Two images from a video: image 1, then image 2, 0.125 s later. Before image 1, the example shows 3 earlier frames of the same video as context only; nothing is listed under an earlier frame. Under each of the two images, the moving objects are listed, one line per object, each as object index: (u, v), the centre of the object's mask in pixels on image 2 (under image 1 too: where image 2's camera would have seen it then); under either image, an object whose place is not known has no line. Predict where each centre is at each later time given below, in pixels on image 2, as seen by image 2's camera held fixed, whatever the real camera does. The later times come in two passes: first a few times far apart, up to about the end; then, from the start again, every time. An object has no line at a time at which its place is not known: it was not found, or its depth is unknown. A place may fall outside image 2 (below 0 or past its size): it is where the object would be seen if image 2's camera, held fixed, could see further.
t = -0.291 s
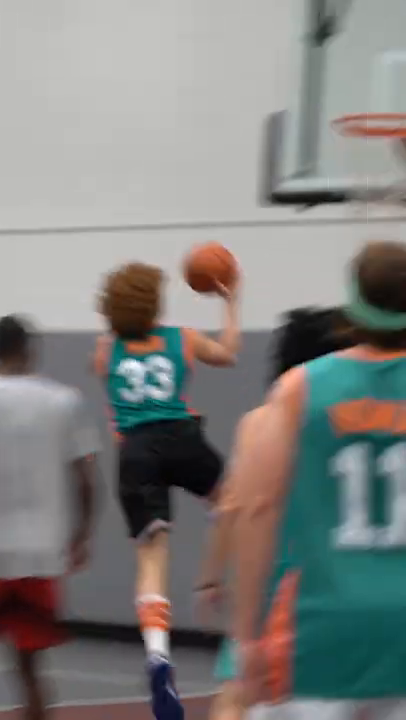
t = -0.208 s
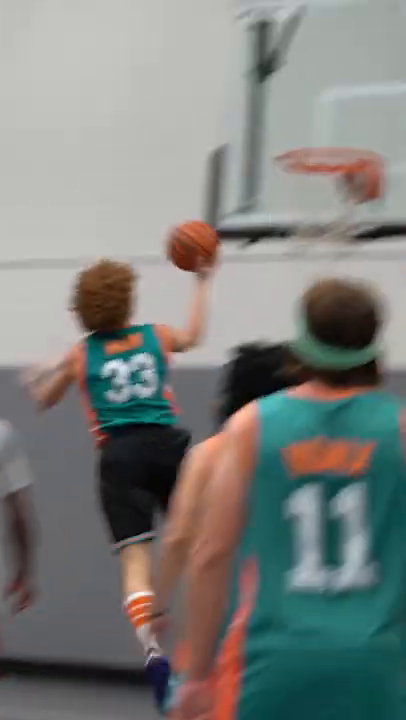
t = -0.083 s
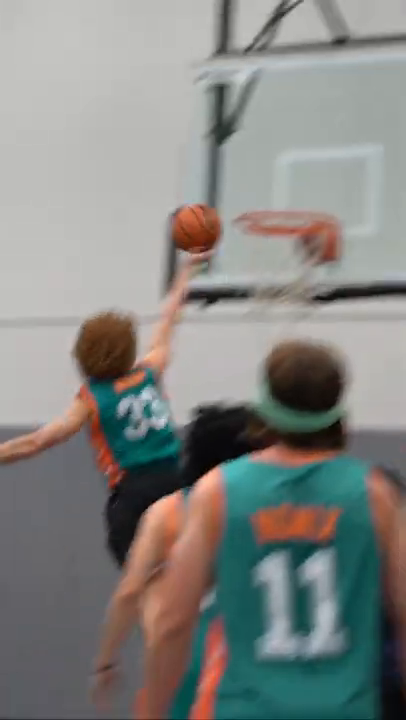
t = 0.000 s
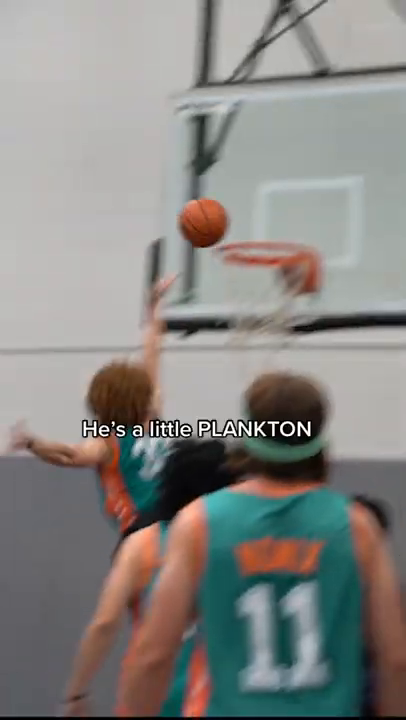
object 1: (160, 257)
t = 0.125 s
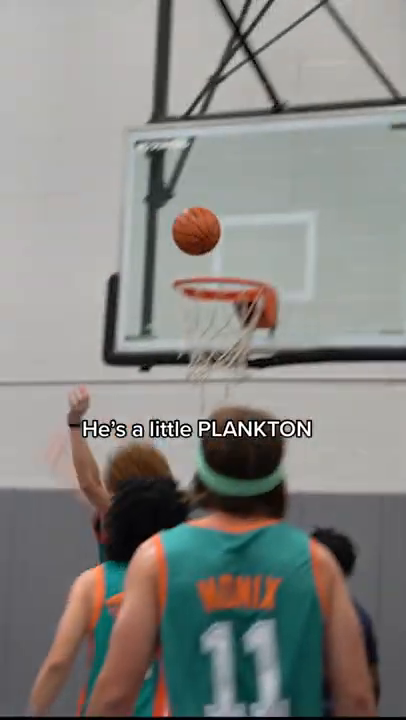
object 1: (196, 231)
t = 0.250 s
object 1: (229, 236)
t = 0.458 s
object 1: (229, 262)
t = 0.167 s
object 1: (207, 229)
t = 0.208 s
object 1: (218, 231)
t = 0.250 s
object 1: (229, 236)
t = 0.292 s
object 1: (240, 244)
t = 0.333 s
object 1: (248, 253)
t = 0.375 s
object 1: (242, 255)
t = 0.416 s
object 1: (236, 258)
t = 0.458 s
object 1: (229, 262)
